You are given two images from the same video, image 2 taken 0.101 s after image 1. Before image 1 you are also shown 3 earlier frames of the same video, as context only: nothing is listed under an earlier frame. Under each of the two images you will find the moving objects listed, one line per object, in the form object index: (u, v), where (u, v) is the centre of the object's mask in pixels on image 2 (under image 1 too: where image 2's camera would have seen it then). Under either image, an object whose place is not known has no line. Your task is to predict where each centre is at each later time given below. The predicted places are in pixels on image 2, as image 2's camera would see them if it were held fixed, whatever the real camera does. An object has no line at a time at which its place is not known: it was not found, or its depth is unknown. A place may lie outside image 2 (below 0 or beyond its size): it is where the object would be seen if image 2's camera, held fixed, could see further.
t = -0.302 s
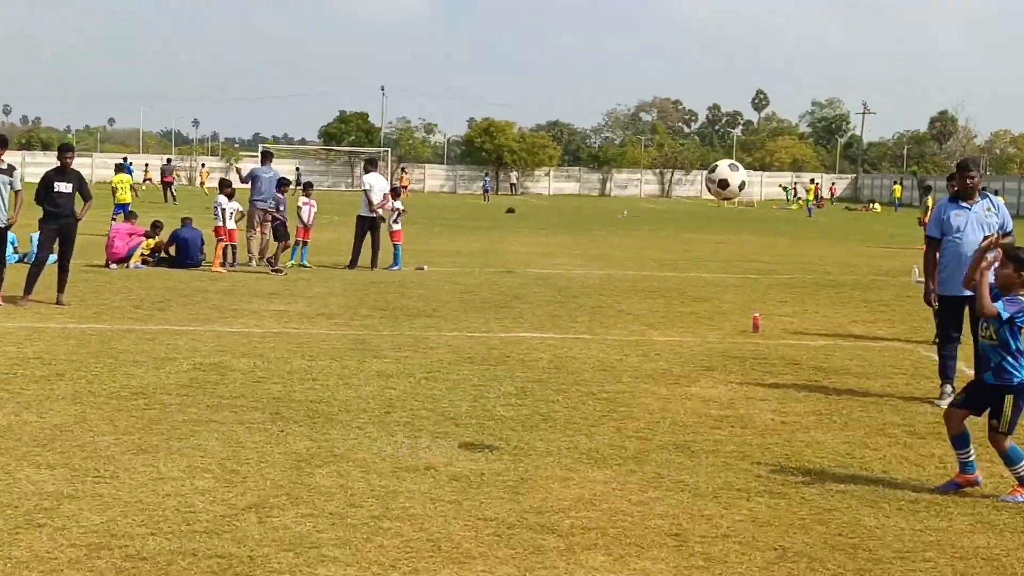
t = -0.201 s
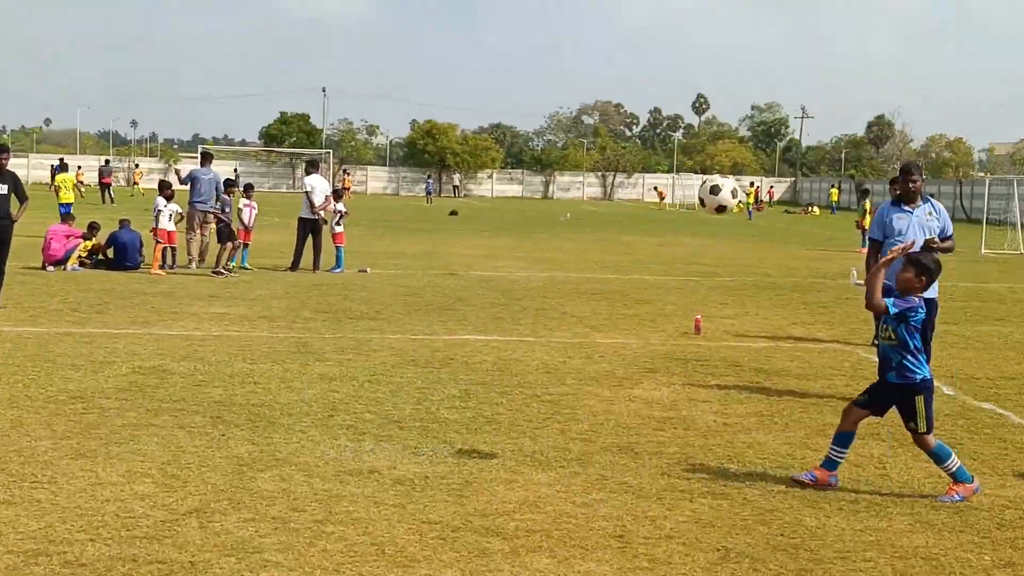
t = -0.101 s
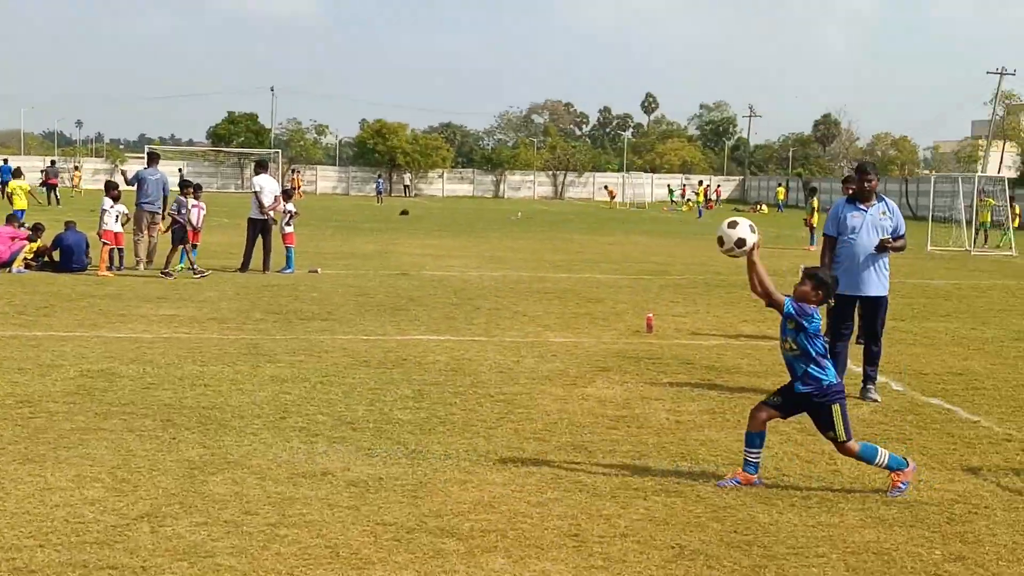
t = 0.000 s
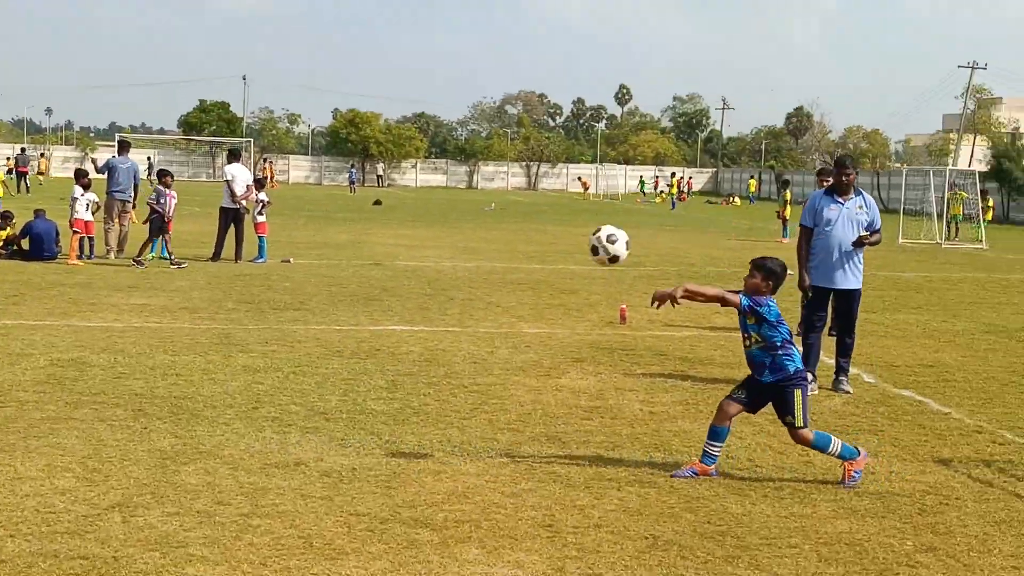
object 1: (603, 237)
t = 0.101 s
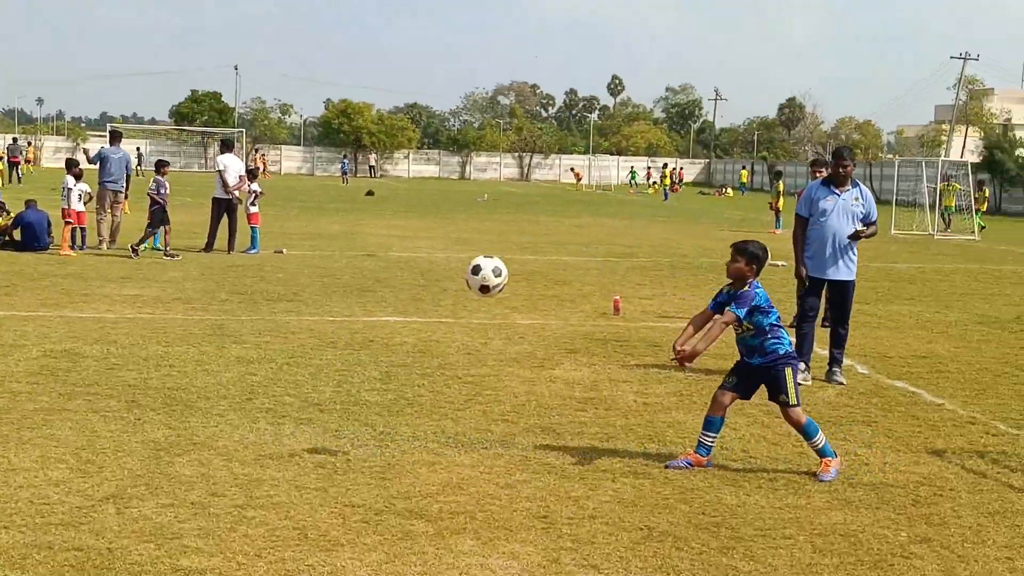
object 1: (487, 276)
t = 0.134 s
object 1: (447, 294)
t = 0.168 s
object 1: (408, 314)
